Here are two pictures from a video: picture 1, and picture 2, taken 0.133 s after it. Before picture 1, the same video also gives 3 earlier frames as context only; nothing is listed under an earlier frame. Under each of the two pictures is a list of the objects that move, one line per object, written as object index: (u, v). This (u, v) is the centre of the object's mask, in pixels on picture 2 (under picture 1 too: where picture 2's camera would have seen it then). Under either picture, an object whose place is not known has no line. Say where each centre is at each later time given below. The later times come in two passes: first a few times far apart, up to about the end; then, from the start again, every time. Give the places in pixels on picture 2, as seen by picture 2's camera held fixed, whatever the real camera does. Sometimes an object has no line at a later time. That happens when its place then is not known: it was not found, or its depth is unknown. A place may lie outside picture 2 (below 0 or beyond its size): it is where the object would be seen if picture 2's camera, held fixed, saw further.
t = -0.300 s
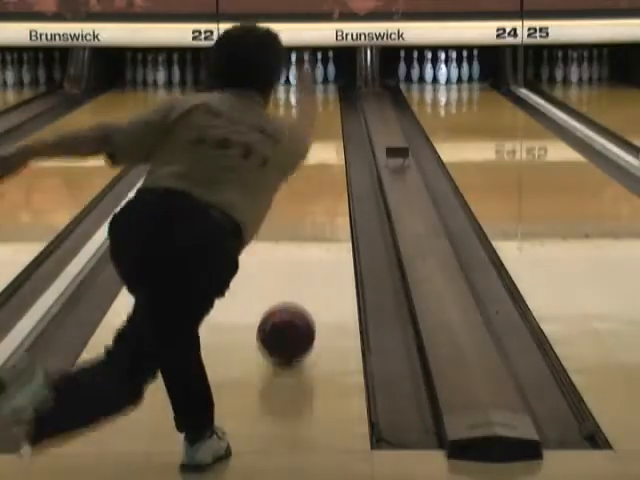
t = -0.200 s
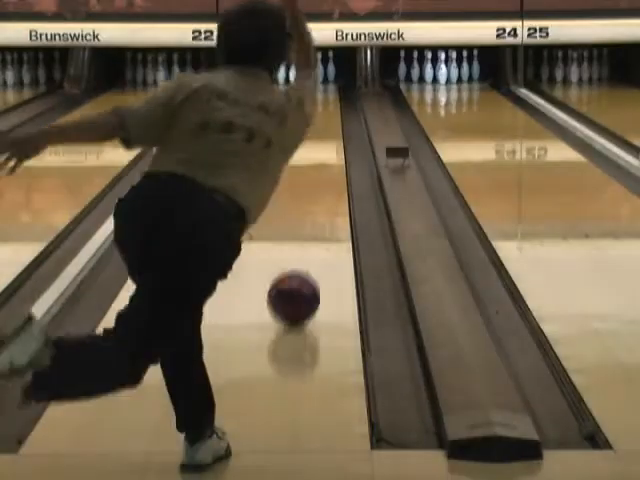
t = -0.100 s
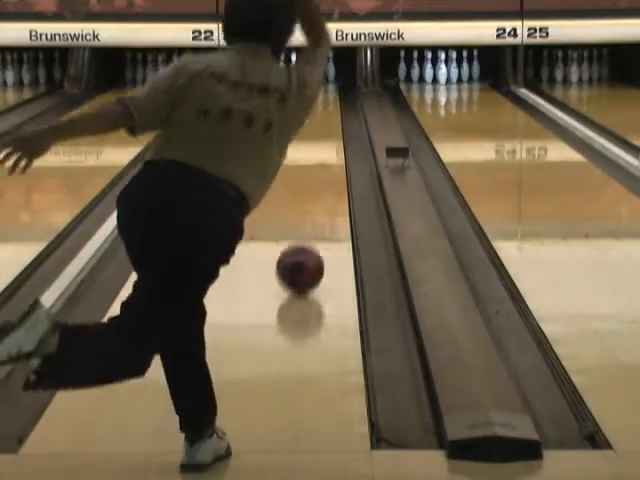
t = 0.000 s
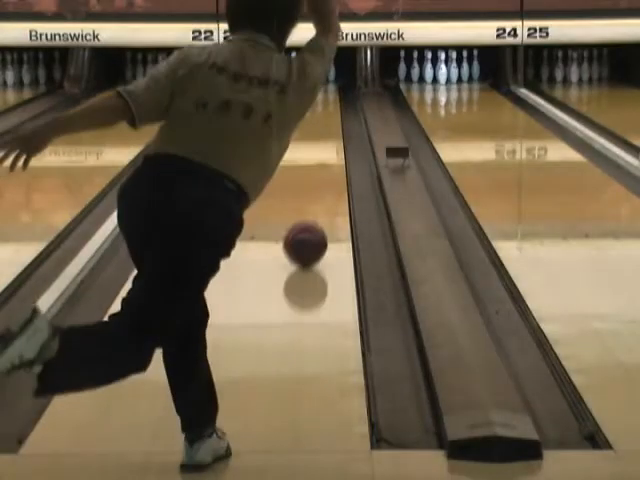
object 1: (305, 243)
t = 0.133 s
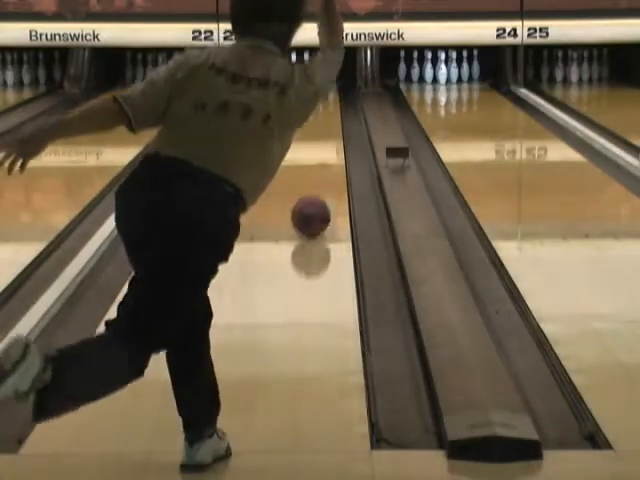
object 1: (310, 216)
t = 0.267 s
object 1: (314, 195)
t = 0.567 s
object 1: (321, 158)
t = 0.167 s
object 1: (311, 211)
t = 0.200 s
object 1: (312, 205)
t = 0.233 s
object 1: (313, 200)
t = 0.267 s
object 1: (314, 195)
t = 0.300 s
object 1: (316, 190)
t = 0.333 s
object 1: (316, 187)
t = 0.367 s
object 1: (321, 185)
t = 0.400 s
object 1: (326, 174)
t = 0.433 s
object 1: (325, 170)
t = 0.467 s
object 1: (321, 168)
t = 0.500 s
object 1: (320, 164)
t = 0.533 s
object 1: (320, 160)
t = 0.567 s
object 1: (321, 158)
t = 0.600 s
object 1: (321, 155)
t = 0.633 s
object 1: (322, 151)
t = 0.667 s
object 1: (322, 147)
